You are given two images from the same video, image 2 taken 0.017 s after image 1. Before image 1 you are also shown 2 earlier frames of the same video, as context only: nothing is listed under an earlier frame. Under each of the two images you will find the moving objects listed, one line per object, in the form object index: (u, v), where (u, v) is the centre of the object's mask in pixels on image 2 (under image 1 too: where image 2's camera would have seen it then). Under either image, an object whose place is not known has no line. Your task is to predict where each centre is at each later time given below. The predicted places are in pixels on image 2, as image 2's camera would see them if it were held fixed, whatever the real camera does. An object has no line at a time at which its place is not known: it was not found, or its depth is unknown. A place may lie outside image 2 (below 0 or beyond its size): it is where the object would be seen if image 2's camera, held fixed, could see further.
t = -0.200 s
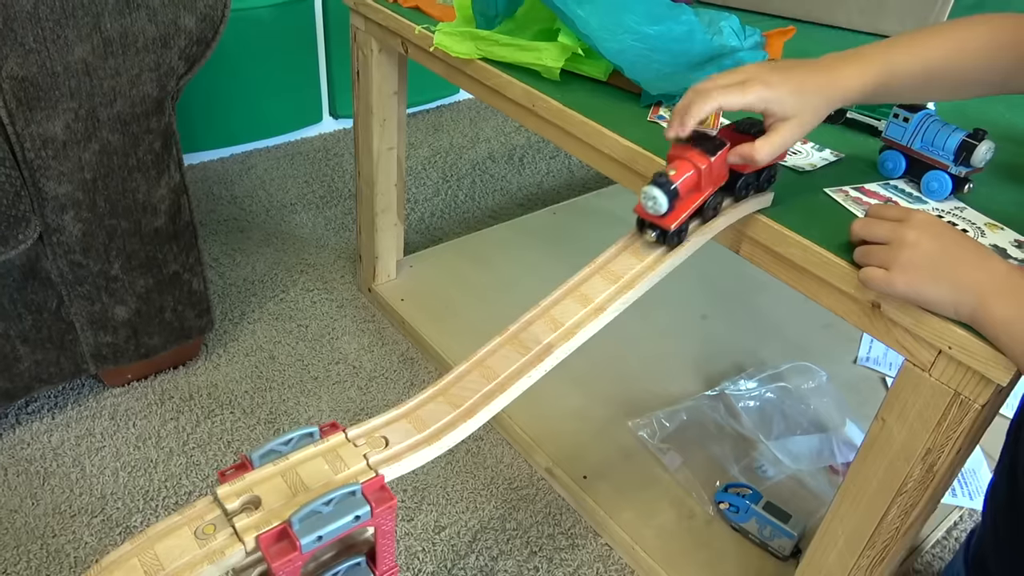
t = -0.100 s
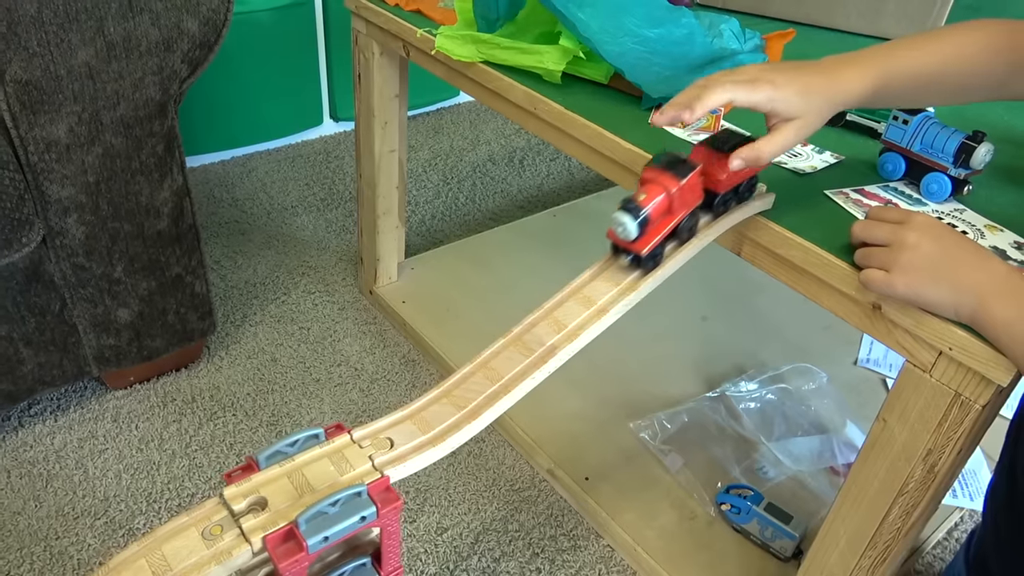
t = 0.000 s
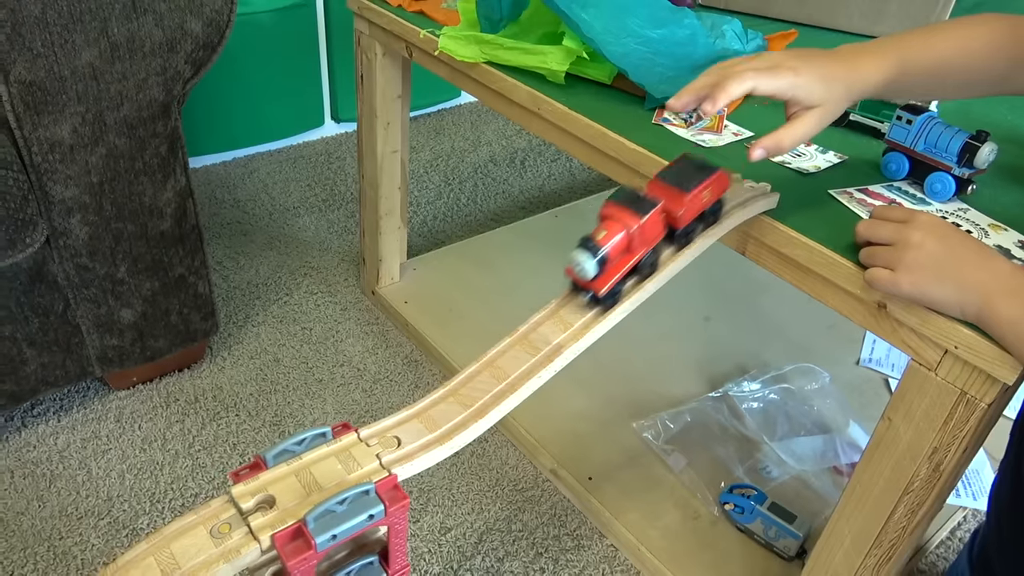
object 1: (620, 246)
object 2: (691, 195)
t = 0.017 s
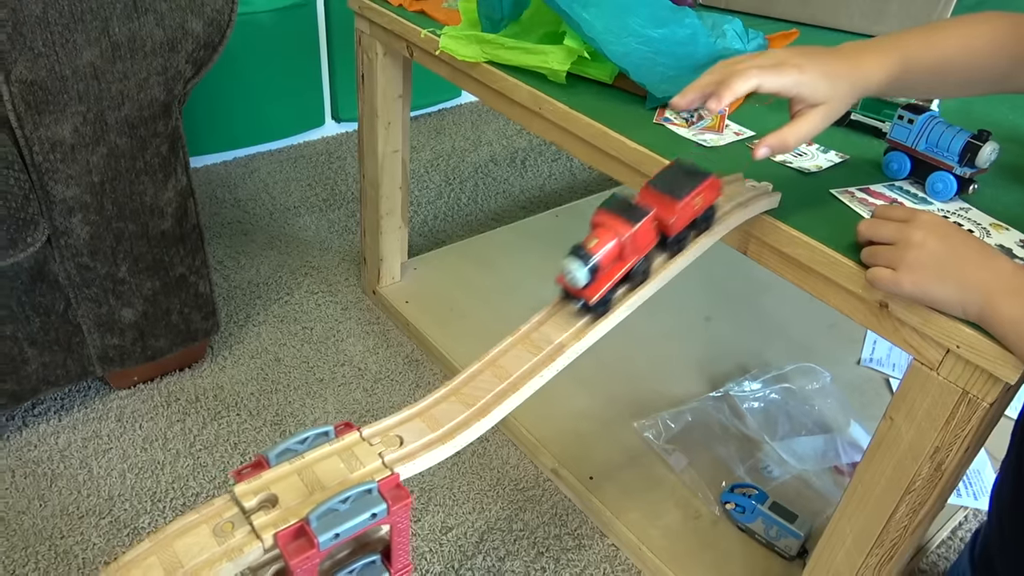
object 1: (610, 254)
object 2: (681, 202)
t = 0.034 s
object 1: (599, 263)
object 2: (671, 211)
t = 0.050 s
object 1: (586, 273)
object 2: (660, 221)
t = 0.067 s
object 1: (573, 284)
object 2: (647, 230)
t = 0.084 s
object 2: (634, 241)
